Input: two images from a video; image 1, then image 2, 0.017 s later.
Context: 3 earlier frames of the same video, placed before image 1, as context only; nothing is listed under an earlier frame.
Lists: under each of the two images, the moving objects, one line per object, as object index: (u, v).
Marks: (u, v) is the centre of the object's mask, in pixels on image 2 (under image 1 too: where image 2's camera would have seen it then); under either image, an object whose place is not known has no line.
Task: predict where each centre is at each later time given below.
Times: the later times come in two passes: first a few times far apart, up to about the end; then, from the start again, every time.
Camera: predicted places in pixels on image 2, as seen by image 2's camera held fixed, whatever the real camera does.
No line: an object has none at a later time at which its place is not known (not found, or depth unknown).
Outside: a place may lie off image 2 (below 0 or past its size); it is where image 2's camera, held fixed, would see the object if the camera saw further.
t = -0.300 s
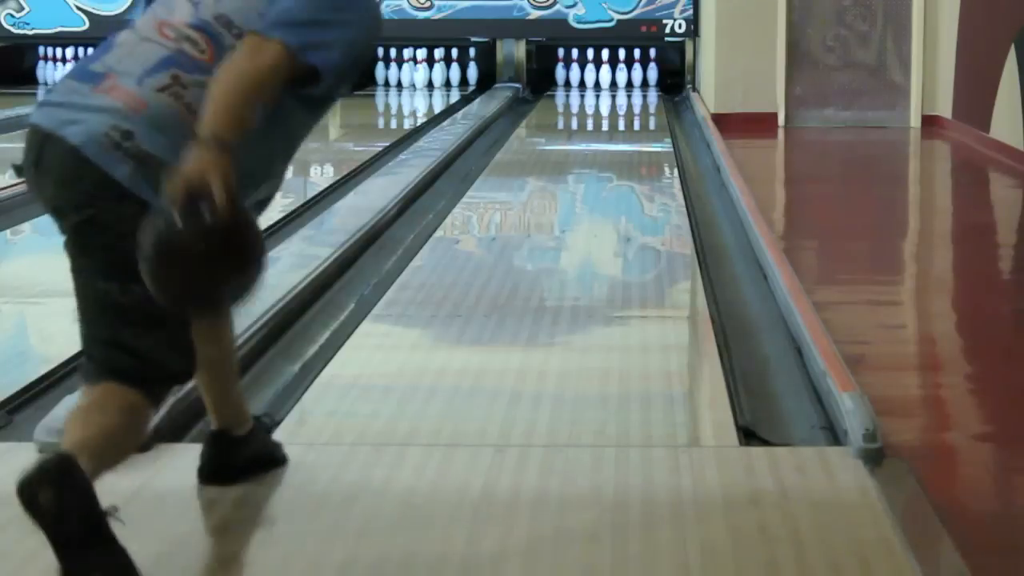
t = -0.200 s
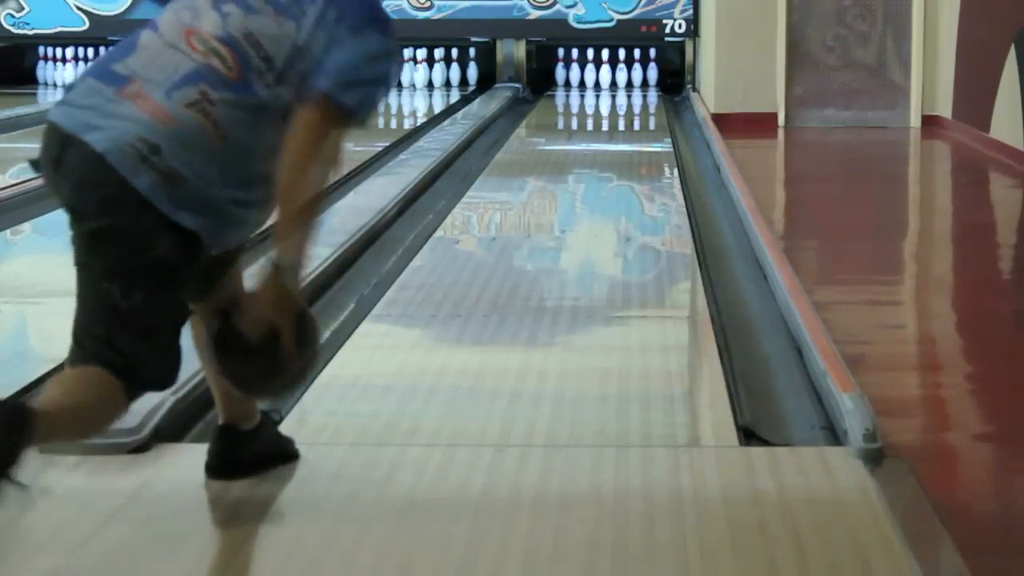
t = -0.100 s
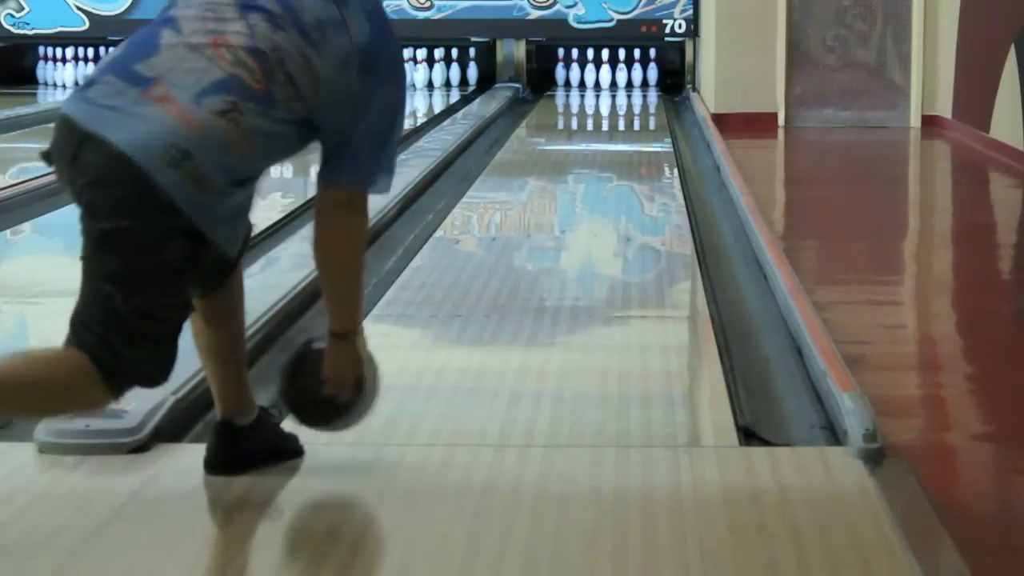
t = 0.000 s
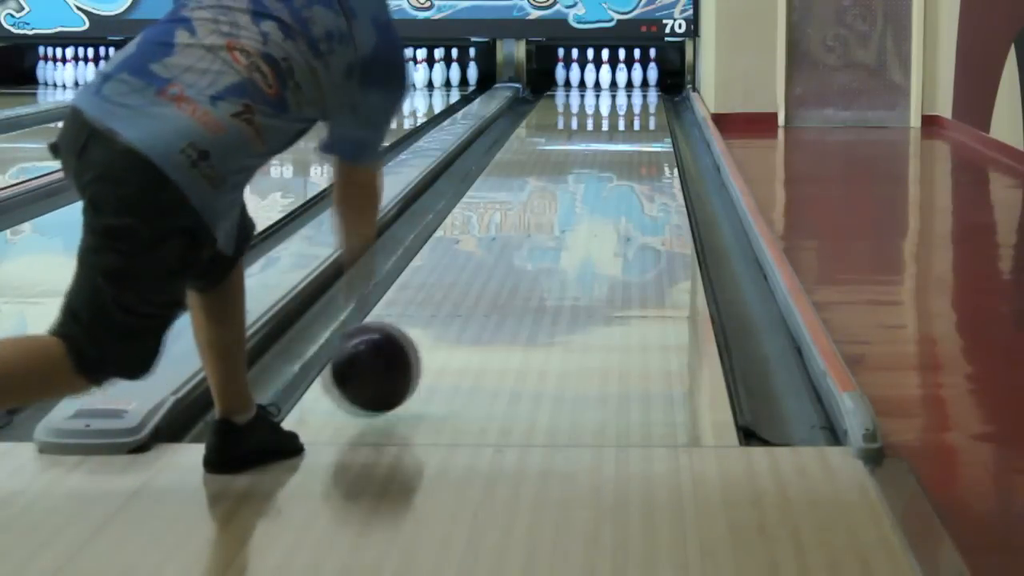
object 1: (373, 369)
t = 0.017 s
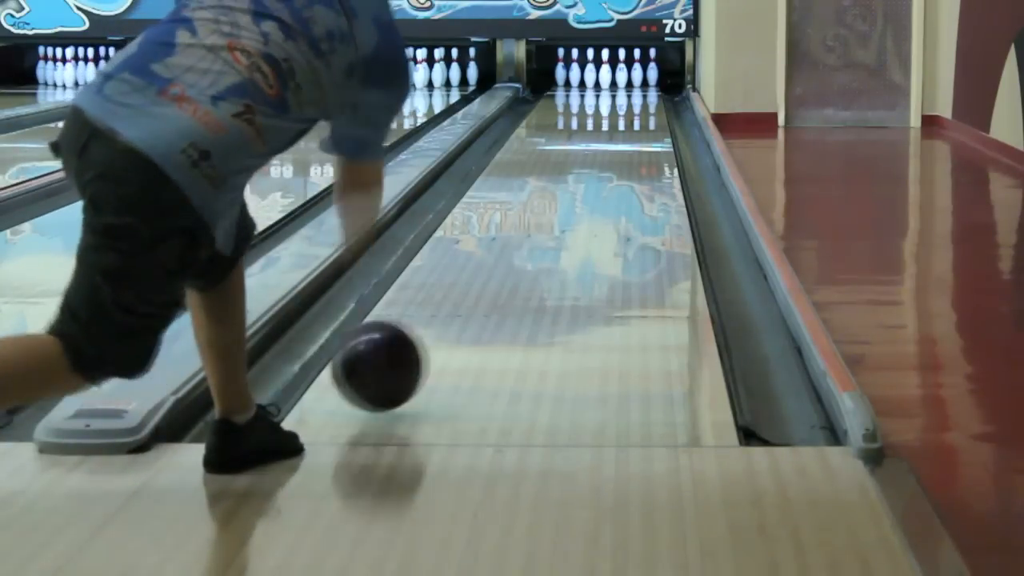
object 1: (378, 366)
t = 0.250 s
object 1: (451, 305)
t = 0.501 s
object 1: (505, 255)
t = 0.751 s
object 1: (545, 218)
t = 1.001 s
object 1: (574, 190)
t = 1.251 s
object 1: (596, 168)
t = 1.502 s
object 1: (612, 151)
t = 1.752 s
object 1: (625, 135)
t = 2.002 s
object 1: (635, 123)
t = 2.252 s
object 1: (641, 112)
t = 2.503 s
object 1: (645, 104)
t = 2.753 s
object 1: (643, 98)
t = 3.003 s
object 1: (637, 90)
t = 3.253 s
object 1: (629, 85)
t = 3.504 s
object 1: (619, 80)
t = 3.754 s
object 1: (615, 78)
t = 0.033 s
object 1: (386, 363)
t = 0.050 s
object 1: (390, 360)
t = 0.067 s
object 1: (396, 356)
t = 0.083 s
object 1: (404, 348)
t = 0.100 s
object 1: (408, 344)
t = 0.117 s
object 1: (413, 339)
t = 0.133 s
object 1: (420, 334)
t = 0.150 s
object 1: (424, 329)
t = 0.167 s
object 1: (428, 326)
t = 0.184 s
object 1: (435, 320)
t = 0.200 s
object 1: (439, 316)
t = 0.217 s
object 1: (442, 313)
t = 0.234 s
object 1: (449, 307)
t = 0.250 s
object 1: (451, 305)
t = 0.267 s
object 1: (456, 301)
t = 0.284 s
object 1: (461, 296)
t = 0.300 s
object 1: (464, 293)
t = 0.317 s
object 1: (468, 290)
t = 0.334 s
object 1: (473, 285)
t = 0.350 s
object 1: (475, 283)
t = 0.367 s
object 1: (480, 279)
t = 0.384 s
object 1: (484, 276)
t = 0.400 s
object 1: (486, 273)
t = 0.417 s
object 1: (490, 270)
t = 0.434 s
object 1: (493, 267)
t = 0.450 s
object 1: (496, 264)
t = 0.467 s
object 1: (500, 261)
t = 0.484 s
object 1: (503, 258)
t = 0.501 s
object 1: (505, 255)
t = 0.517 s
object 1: (510, 252)
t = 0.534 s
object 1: (512, 250)
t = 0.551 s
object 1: (514, 247)
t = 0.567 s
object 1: (518, 244)
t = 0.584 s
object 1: (520, 241)
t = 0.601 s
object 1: (523, 239)
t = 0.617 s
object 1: (526, 236)
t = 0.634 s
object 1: (528, 234)
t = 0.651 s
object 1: (530, 232)
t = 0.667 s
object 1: (533, 229)
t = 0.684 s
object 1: (535, 227)
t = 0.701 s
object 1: (538, 225)
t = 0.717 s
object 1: (540, 223)
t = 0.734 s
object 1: (542, 221)
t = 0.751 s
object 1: (545, 218)
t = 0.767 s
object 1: (547, 216)
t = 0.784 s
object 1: (549, 214)
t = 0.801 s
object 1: (552, 212)
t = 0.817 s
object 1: (553, 210)
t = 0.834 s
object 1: (555, 209)
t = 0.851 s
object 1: (557, 206)
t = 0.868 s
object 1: (559, 205)
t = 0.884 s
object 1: (561, 203)
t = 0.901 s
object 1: (564, 201)
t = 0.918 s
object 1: (565, 199)
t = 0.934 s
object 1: (567, 197)
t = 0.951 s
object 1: (569, 195)
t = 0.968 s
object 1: (570, 194)
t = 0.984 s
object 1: (572, 192)
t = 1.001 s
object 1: (574, 190)
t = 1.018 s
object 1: (576, 189)
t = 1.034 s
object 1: (577, 187)
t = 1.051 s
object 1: (579, 186)
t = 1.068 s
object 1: (580, 184)
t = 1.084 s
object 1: (582, 183)
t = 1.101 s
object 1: (584, 181)
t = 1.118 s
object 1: (585, 180)
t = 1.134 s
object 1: (586, 178)
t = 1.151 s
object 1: (588, 176)
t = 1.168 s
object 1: (589, 175)
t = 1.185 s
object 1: (591, 174)
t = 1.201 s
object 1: (592, 172)
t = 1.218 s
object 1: (593, 171)
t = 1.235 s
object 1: (595, 169)
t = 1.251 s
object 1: (596, 168)
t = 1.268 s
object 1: (597, 167)
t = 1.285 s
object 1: (598, 166)
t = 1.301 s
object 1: (599, 164)
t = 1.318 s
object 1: (601, 163)
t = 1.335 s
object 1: (602, 162)
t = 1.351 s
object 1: (603, 160)
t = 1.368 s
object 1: (604, 159)
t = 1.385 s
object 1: (605, 158)
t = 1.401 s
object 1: (606, 157)
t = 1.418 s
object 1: (607, 156)
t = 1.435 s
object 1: (608, 155)
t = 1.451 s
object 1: (609, 154)
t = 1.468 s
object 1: (611, 153)
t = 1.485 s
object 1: (611, 152)
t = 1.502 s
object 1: (612, 151)
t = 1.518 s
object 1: (613, 150)
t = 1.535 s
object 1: (614, 149)
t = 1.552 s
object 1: (615, 148)
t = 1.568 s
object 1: (616, 147)
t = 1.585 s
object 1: (617, 146)
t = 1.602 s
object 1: (618, 144)
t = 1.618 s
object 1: (619, 143)
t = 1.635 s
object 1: (620, 142)
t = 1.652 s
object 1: (621, 141)
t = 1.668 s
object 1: (622, 140)
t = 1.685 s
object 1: (622, 139)
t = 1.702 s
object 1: (623, 138)
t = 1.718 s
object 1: (624, 138)
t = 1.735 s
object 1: (625, 137)
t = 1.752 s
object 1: (625, 135)
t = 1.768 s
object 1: (626, 134)
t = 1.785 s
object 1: (627, 133)
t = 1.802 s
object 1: (627, 132)
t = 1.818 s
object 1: (628, 132)
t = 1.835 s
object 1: (629, 131)
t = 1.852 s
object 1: (629, 130)
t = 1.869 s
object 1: (630, 129)
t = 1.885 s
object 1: (631, 128)
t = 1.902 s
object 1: (631, 127)
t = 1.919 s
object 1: (632, 126)
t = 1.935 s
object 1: (633, 126)
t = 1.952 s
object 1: (633, 125)
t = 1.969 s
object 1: (634, 124)
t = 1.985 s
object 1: (635, 124)
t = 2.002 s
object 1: (635, 123)
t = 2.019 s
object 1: (636, 122)
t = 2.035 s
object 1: (636, 121)
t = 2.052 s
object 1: (637, 120)
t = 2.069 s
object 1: (637, 119)
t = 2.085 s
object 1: (638, 119)
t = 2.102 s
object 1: (638, 118)
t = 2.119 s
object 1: (639, 117)
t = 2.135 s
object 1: (639, 117)
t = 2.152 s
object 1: (639, 116)
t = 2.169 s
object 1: (640, 115)
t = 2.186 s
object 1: (640, 114)
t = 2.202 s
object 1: (641, 114)
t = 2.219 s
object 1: (641, 113)
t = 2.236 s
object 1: (641, 113)
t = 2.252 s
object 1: (641, 112)
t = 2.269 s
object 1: (642, 112)
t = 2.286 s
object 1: (642, 111)
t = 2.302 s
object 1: (643, 110)
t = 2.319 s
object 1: (642, 110)
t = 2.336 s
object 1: (643, 109)
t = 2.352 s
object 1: (643, 109)
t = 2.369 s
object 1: (643, 108)
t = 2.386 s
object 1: (643, 108)
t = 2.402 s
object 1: (643, 107)
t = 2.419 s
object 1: (643, 107)
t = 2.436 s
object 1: (644, 106)
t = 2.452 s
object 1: (644, 106)
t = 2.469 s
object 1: (644, 105)
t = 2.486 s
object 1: (644, 104)
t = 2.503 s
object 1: (645, 104)
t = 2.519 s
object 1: (645, 104)
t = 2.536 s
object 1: (644, 103)
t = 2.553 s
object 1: (644, 103)
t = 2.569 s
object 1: (644, 102)
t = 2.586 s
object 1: (644, 102)
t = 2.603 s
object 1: (644, 101)
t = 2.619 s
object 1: (644, 101)
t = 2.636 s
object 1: (644, 100)
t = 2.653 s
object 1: (644, 100)
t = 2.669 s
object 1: (644, 100)
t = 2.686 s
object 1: (644, 99)
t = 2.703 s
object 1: (643, 99)
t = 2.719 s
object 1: (643, 98)
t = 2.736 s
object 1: (643, 98)
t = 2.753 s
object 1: (643, 98)
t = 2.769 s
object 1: (643, 97)
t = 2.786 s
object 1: (643, 96)
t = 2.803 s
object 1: (642, 96)
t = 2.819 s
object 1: (642, 96)
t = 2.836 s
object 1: (641, 95)
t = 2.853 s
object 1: (641, 95)
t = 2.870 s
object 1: (641, 94)
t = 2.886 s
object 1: (640, 94)
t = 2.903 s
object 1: (640, 93)
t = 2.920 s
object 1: (639, 93)
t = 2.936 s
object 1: (639, 92)
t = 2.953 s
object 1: (638, 92)
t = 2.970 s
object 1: (638, 91)
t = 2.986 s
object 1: (638, 91)
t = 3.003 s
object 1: (637, 90)
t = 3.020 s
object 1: (636, 90)
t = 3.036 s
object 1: (637, 90)
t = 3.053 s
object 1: (636, 90)
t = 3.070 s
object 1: (635, 89)
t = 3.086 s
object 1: (635, 88)
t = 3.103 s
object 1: (634, 88)
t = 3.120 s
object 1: (634, 88)
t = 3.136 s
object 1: (633, 87)
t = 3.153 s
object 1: (632, 87)
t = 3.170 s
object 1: (632, 87)
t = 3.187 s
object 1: (631, 86)
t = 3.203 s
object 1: (630, 86)
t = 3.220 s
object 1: (630, 86)
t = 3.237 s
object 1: (629, 85)
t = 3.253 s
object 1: (629, 85)
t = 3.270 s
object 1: (628, 85)
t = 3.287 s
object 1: (627, 85)
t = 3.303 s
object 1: (626, 84)
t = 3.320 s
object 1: (626, 84)
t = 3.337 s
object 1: (625, 84)
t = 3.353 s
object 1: (624, 83)
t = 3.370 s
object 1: (623, 83)
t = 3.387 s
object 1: (623, 82)
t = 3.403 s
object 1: (622, 82)
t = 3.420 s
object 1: (622, 82)
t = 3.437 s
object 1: (621, 82)
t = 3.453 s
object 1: (620, 82)
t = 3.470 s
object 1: (620, 81)
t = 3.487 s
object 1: (620, 81)
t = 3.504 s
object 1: (619, 80)
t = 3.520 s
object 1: (618, 80)
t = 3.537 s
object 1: (618, 80)
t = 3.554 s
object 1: (617, 80)
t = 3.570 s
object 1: (616, 79)
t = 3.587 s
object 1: (615, 79)
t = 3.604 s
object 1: (615, 79)
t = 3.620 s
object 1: (615, 79)
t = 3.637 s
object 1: (615, 79)
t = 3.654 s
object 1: (616, 78)
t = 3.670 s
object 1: (616, 78)
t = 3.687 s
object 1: (616, 78)
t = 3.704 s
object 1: (615, 78)
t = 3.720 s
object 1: (615, 78)
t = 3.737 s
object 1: (615, 78)
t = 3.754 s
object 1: (615, 78)
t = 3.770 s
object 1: (615, 78)
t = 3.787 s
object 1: (615, 77)
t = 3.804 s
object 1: (616, 77)
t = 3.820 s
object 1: (615, 78)
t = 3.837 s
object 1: (616, 77)
